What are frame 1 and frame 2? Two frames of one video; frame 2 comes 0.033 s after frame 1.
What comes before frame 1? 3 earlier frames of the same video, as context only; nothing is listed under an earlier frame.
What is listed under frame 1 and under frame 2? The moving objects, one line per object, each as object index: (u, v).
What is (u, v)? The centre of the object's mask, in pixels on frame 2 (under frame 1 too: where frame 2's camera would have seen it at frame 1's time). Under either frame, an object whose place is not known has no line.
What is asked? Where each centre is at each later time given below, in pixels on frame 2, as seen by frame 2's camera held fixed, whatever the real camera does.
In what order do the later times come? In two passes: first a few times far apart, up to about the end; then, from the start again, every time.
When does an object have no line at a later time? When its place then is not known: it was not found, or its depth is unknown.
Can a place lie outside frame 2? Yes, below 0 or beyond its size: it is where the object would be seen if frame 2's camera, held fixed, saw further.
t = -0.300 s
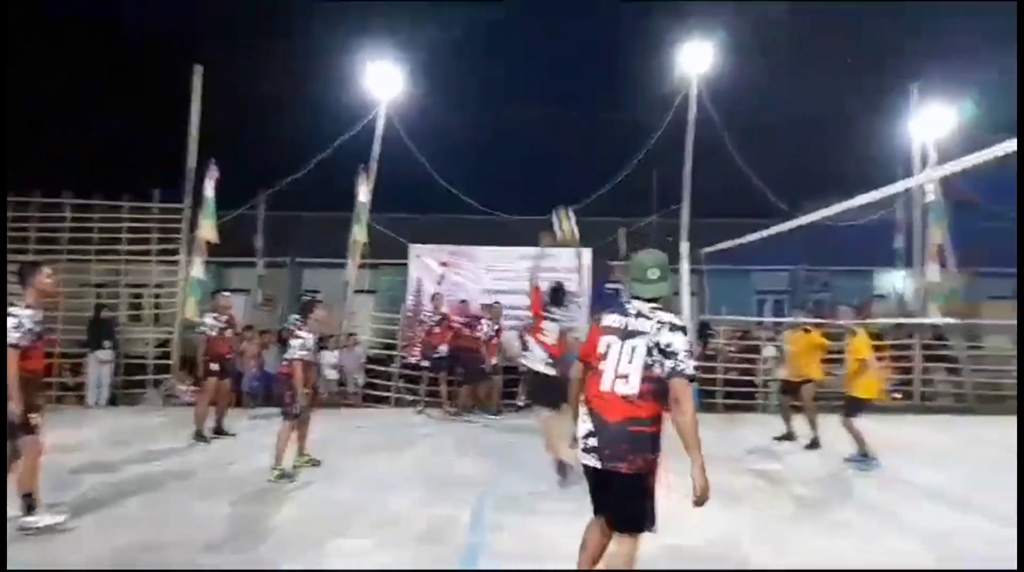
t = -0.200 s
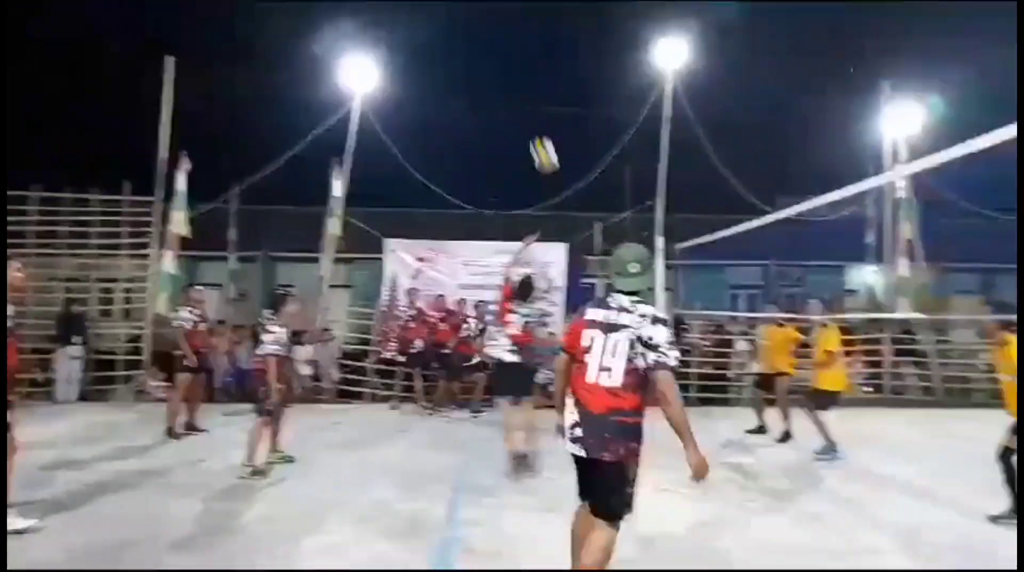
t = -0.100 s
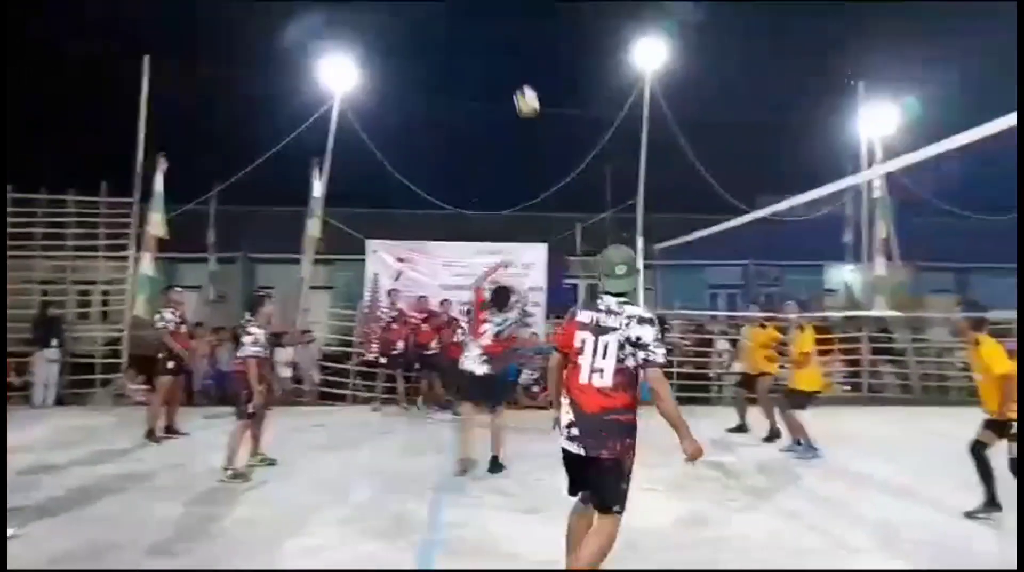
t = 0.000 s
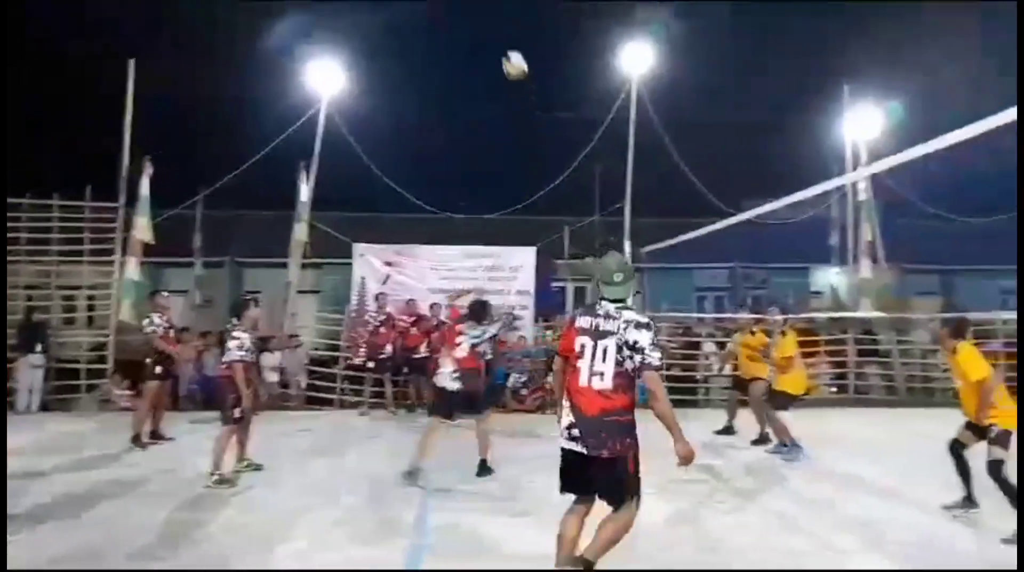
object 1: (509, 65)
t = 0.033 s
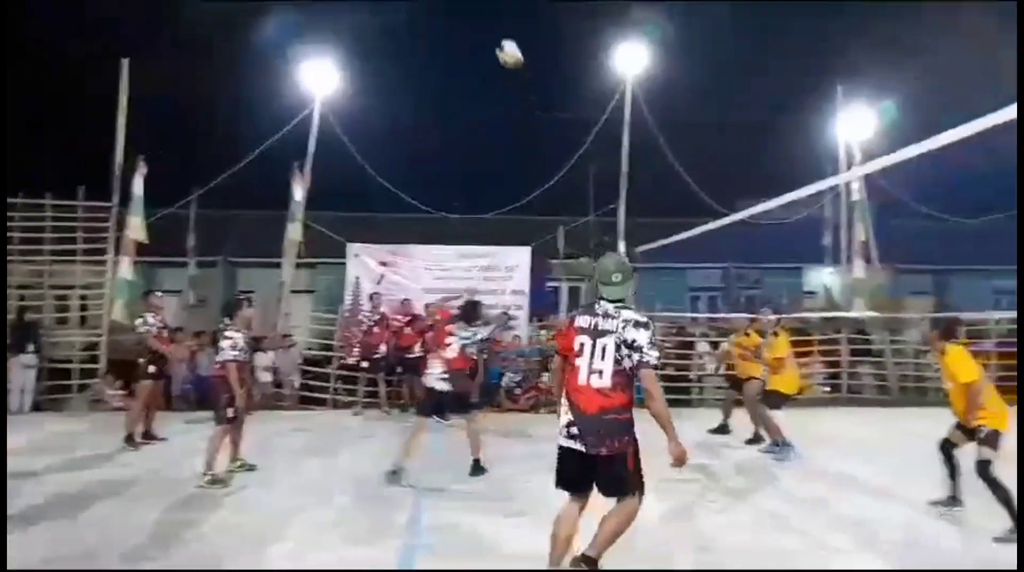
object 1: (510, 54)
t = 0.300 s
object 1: (510, 14)
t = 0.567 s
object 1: (510, 33)
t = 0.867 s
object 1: (514, 137)
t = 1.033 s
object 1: (516, 222)
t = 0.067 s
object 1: (510, 45)
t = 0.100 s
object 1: (509, 36)
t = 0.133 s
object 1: (509, 29)
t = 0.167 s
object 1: (509, 23)
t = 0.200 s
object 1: (509, 18)
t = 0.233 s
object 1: (509, 15)
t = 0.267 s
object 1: (509, 14)
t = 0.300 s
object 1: (510, 14)
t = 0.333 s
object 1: (510, 14)
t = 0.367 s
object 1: (510, 14)
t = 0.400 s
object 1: (511, 15)
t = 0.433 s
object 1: (511, 17)
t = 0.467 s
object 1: (510, 19)
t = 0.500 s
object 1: (510, 22)
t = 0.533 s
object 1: (510, 27)
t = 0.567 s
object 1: (510, 33)
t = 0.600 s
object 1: (510, 42)
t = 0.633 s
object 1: (511, 51)
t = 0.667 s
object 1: (511, 60)
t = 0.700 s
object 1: (512, 70)
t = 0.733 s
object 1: (512, 82)
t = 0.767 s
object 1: (512, 94)
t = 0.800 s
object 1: (513, 107)
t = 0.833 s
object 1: (514, 122)
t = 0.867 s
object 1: (514, 137)
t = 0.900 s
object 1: (515, 152)
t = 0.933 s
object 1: (515, 168)
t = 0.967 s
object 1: (516, 186)
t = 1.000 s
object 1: (516, 203)
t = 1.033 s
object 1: (516, 222)
